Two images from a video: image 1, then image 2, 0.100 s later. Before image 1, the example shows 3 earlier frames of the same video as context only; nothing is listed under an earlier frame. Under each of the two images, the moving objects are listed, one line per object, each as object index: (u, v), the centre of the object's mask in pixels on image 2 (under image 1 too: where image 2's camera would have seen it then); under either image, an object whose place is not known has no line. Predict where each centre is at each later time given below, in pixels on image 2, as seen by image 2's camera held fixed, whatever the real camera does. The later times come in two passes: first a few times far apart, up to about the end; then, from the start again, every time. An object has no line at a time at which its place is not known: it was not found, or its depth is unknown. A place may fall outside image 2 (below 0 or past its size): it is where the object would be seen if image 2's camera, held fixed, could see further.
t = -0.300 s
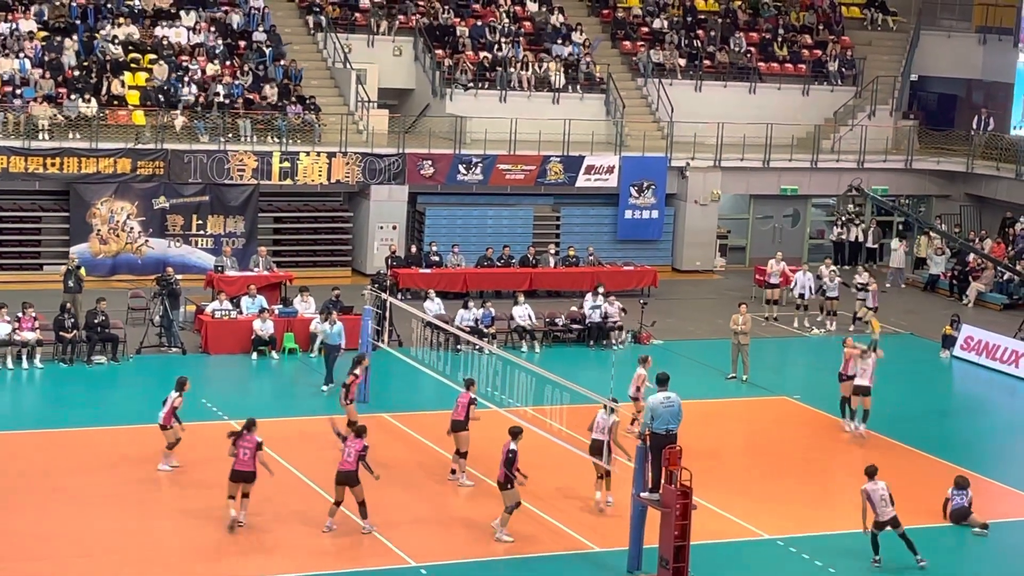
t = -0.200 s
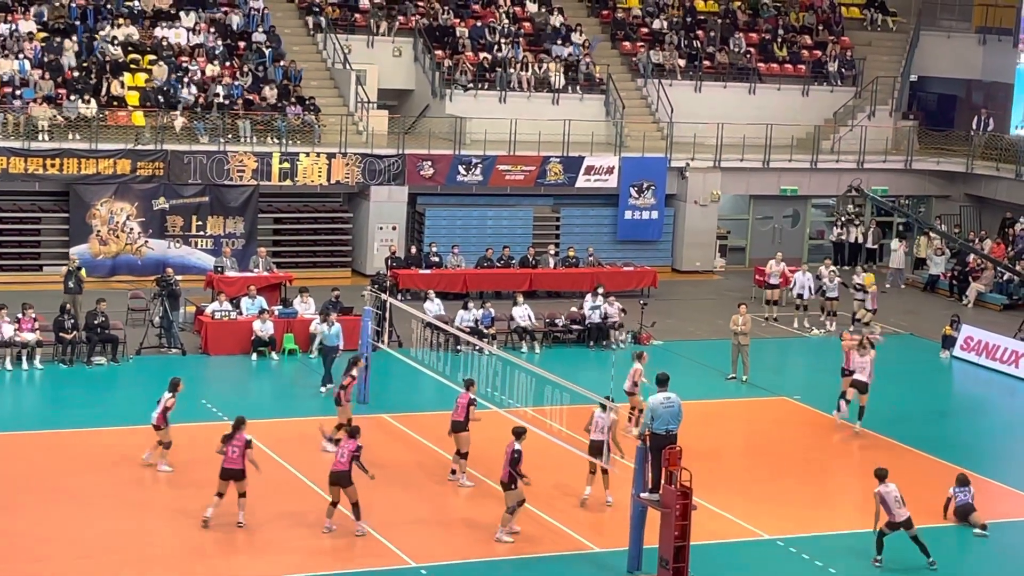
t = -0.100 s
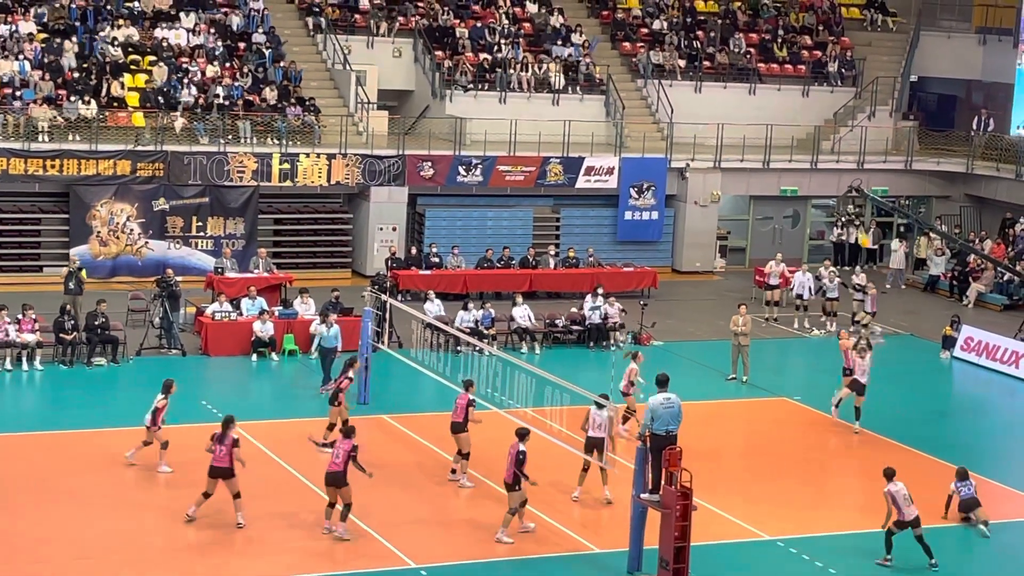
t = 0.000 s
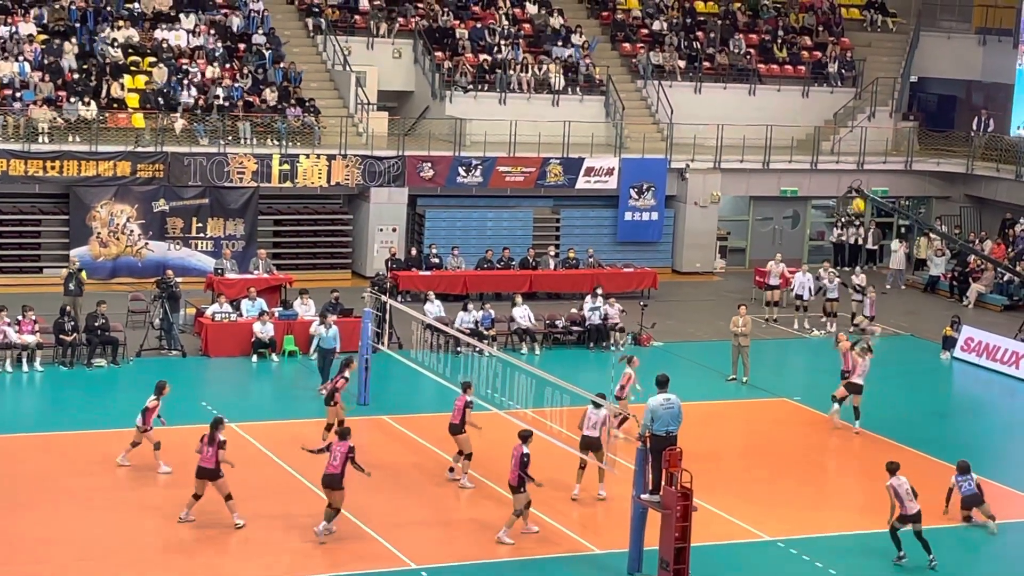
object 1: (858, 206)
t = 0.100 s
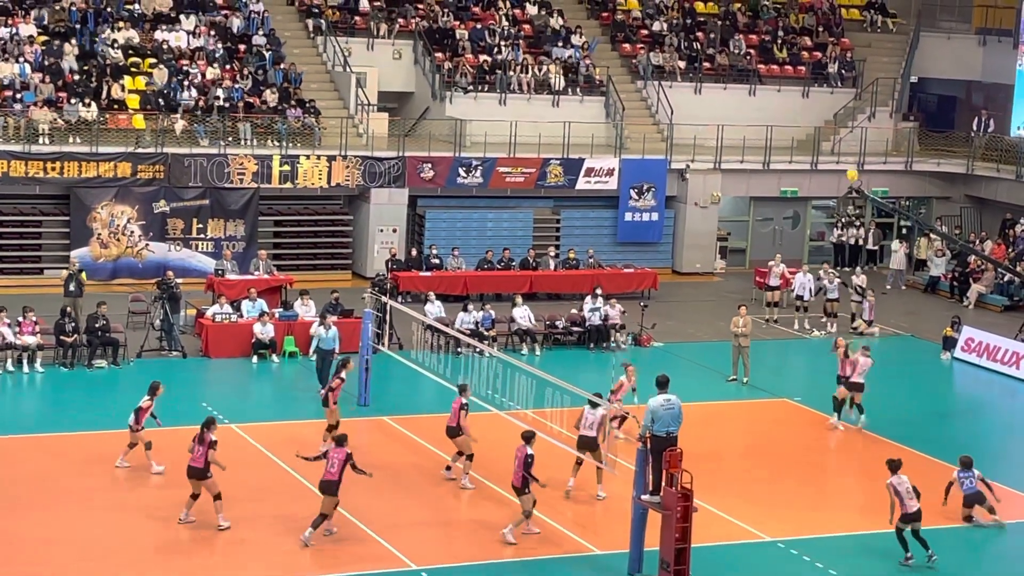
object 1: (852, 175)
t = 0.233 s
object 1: (842, 143)
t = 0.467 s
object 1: (824, 111)
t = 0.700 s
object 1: (803, 107)
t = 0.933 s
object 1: (780, 135)
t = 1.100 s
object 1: (761, 174)
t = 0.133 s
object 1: (849, 167)
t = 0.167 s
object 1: (847, 158)
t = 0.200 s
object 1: (846, 150)
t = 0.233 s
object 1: (842, 143)
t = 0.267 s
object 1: (839, 137)
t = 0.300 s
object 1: (837, 131)
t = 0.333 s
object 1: (834, 125)
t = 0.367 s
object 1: (831, 121)
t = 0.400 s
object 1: (829, 117)
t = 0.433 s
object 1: (826, 113)
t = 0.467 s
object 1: (824, 111)
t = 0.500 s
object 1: (820, 108)
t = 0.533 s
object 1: (818, 106)
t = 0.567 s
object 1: (814, 106)
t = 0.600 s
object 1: (812, 106)
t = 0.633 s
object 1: (809, 105)
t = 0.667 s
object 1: (806, 105)
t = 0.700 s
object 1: (803, 107)
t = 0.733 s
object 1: (799, 109)
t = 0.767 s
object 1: (796, 112)
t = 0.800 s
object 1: (793, 115)
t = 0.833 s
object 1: (790, 119)
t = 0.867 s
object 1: (786, 123)
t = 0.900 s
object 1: (783, 129)
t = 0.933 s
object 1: (780, 135)
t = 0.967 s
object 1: (775, 142)
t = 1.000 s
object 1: (772, 149)
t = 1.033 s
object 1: (769, 156)
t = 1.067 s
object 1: (765, 164)
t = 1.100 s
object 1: (761, 174)
